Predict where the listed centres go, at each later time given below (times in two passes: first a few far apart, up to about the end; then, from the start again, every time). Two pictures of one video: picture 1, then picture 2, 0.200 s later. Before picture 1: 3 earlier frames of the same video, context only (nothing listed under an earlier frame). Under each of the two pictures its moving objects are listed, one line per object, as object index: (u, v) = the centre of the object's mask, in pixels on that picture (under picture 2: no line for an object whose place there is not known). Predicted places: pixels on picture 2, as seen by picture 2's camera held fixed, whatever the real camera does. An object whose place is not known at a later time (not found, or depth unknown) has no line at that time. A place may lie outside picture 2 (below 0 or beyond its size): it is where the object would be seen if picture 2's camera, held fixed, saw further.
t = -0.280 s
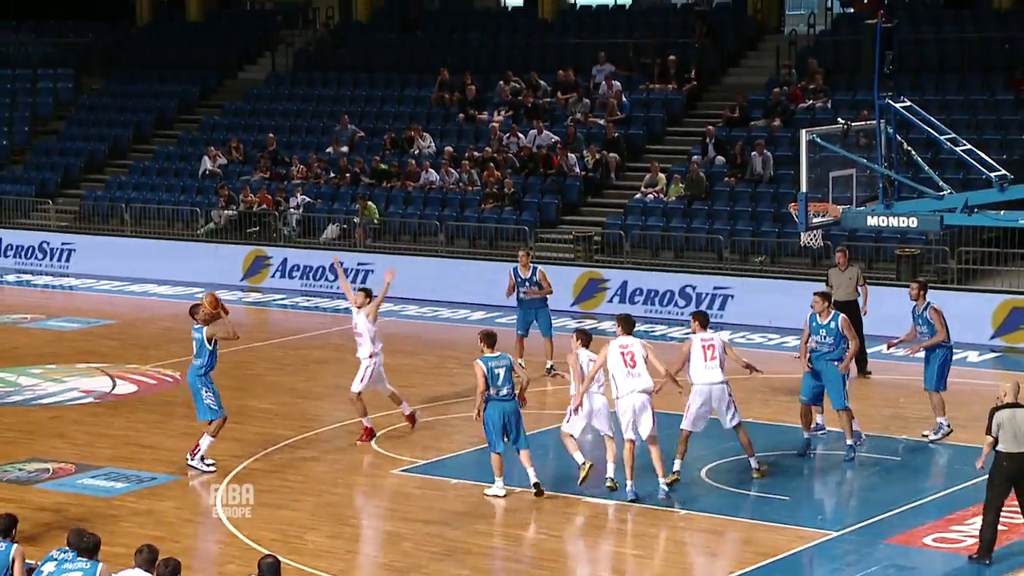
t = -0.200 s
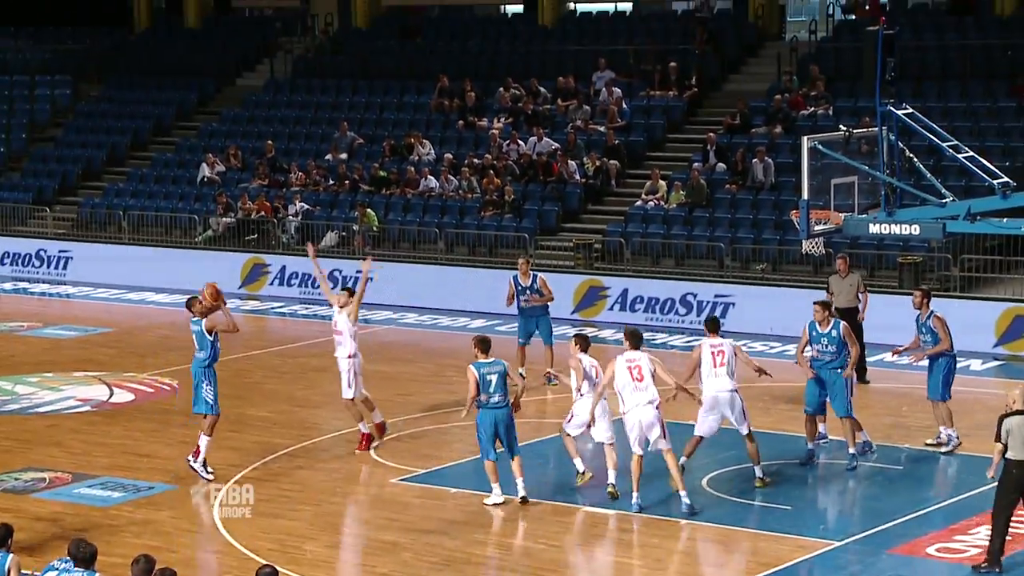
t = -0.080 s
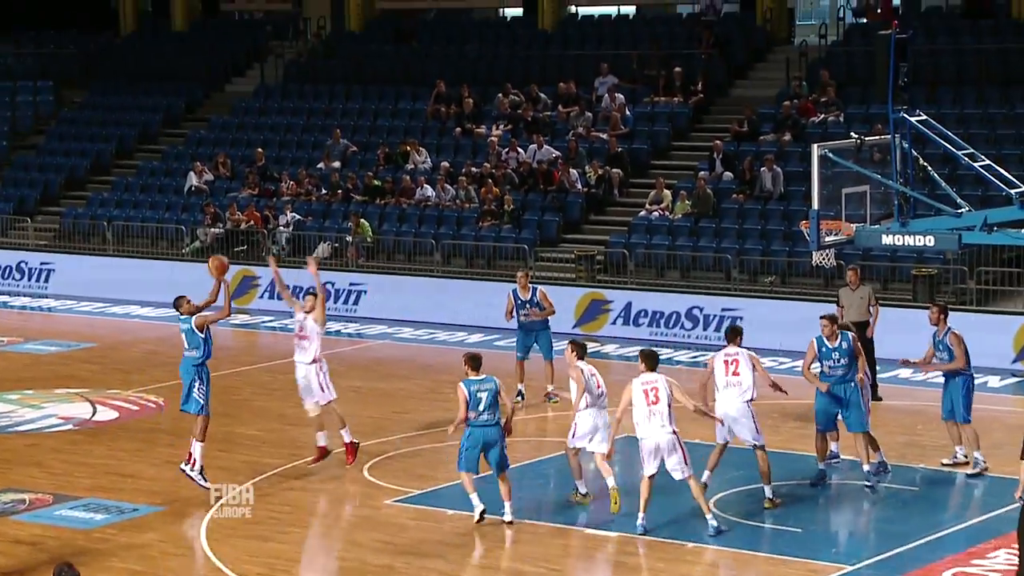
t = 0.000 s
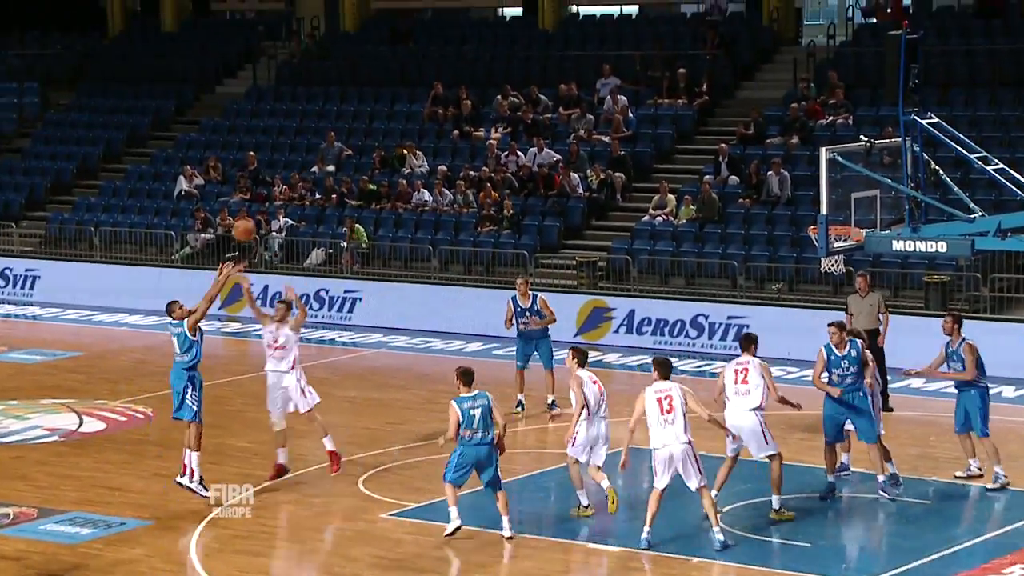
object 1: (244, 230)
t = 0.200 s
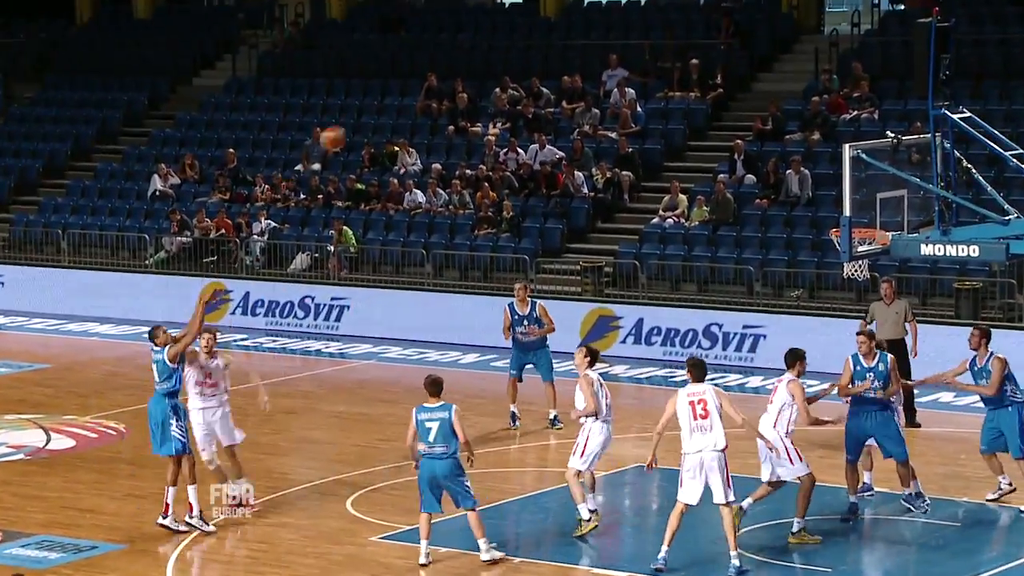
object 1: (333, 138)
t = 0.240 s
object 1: (354, 123)
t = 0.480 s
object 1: (487, 68)
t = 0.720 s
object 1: (621, 68)
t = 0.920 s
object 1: (733, 116)
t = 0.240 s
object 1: (354, 123)
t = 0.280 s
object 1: (376, 110)
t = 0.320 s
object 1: (399, 99)
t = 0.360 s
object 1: (422, 88)
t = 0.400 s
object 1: (443, 80)
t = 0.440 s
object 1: (465, 74)
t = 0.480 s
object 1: (487, 68)
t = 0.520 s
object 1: (510, 65)
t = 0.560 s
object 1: (532, 63)
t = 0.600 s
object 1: (554, 62)
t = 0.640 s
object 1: (577, 63)
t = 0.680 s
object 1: (597, 65)
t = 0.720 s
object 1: (621, 68)
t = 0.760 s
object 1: (644, 76)
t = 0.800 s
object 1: (666, 82)
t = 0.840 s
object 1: (689, 92)
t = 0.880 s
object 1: (711, 104)
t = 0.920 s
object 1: (733, 116)
